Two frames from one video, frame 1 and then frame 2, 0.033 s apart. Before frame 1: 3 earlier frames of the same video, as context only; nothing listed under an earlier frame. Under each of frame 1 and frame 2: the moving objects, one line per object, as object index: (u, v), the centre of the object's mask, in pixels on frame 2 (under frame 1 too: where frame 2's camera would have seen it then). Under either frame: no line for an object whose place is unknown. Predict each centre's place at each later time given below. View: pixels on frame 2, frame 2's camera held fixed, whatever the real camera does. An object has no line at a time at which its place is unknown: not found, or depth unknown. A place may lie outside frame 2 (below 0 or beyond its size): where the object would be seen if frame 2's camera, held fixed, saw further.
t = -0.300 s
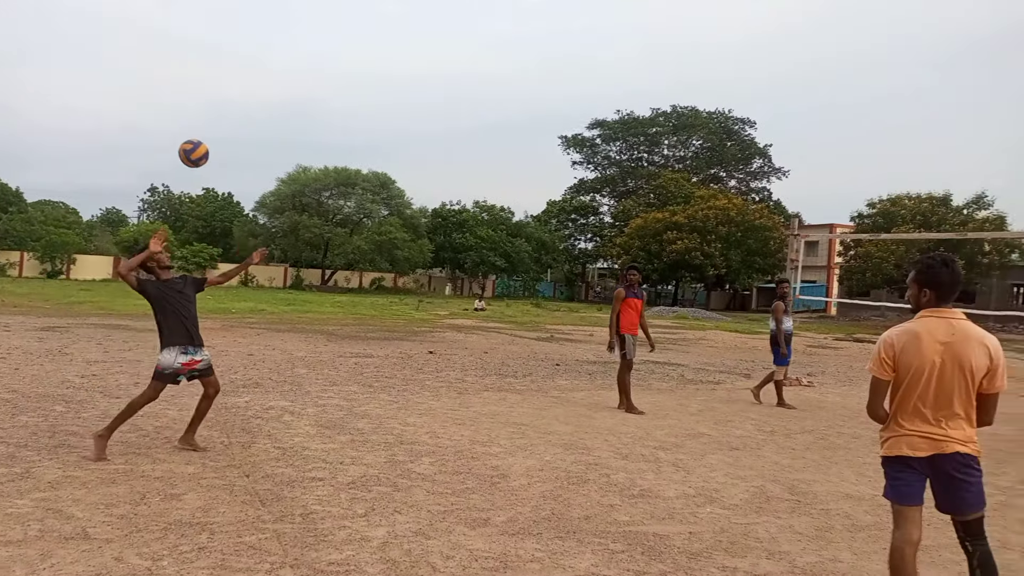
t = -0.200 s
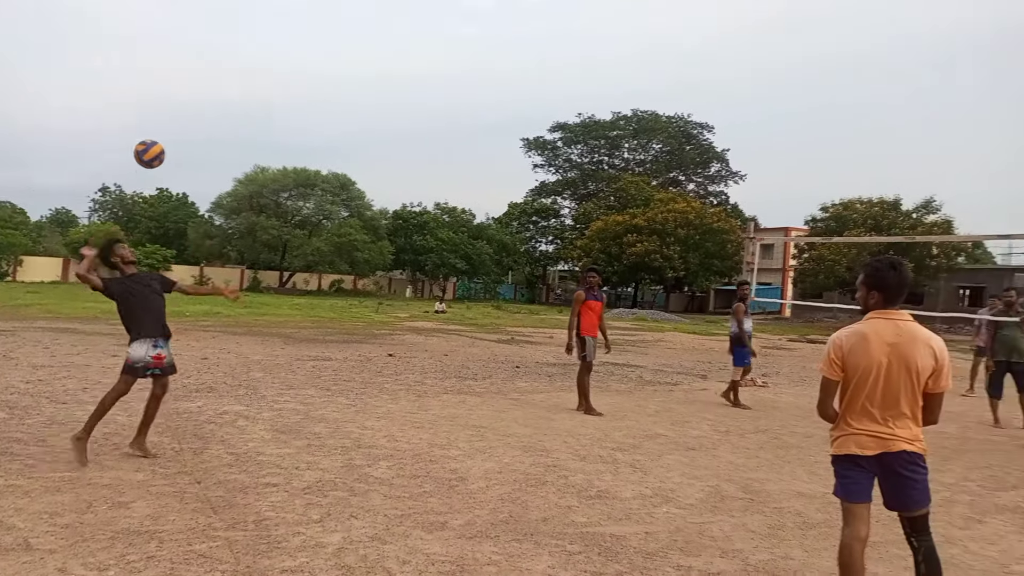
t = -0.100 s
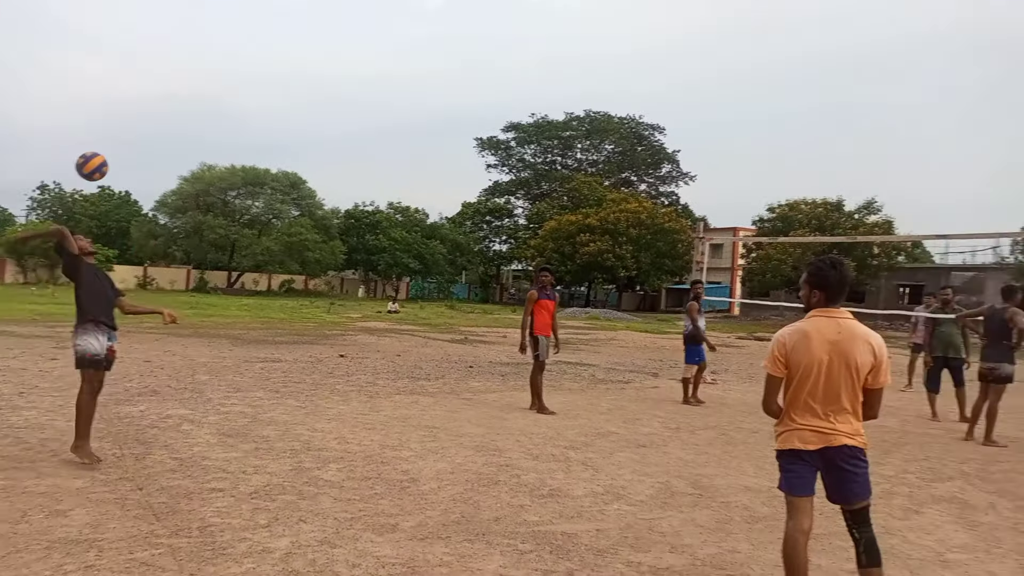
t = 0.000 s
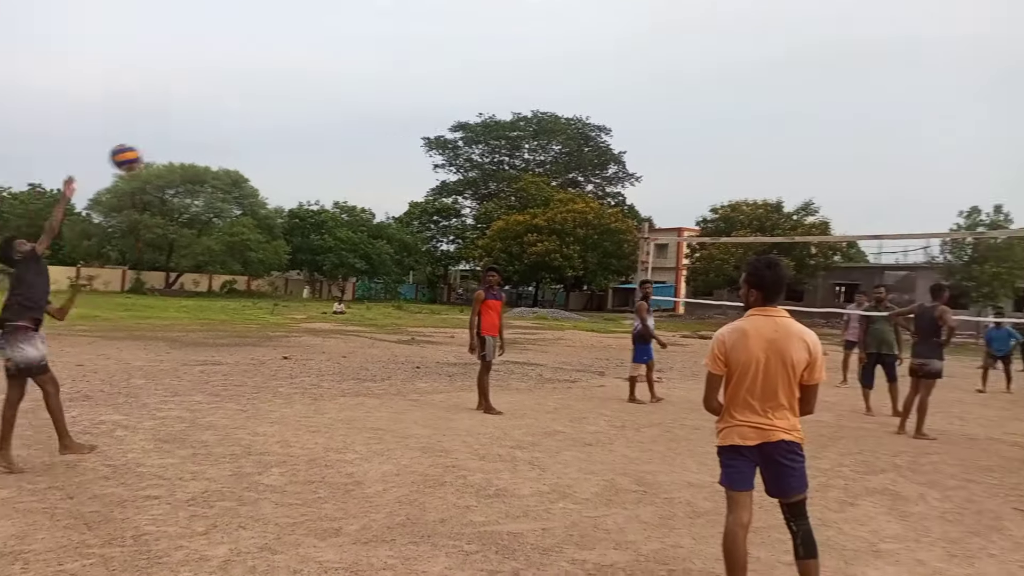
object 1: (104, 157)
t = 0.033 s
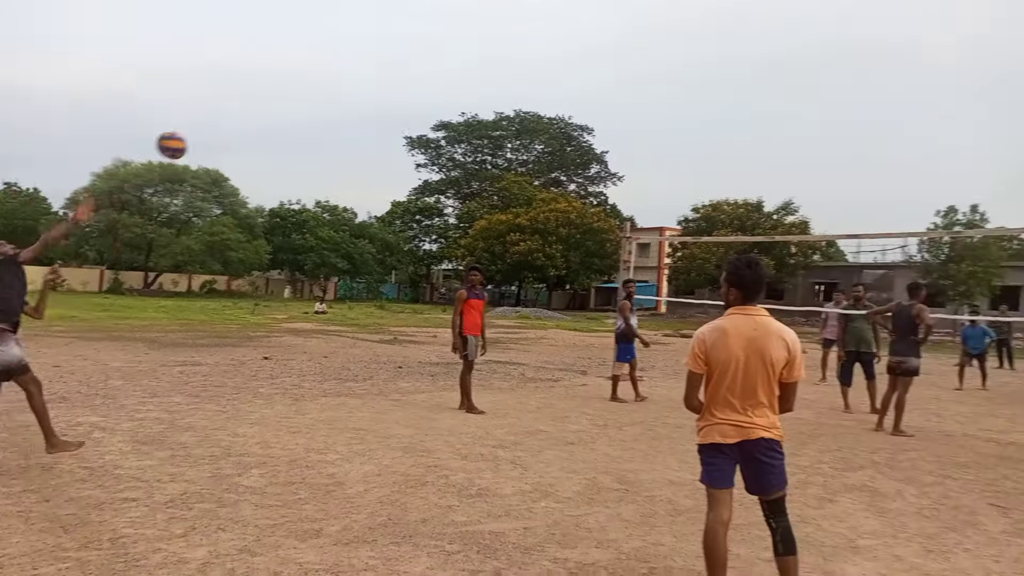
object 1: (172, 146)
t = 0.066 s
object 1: (234, 138)
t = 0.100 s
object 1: (291, 131)
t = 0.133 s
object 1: (344, 128)
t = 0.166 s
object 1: (393, 125)
